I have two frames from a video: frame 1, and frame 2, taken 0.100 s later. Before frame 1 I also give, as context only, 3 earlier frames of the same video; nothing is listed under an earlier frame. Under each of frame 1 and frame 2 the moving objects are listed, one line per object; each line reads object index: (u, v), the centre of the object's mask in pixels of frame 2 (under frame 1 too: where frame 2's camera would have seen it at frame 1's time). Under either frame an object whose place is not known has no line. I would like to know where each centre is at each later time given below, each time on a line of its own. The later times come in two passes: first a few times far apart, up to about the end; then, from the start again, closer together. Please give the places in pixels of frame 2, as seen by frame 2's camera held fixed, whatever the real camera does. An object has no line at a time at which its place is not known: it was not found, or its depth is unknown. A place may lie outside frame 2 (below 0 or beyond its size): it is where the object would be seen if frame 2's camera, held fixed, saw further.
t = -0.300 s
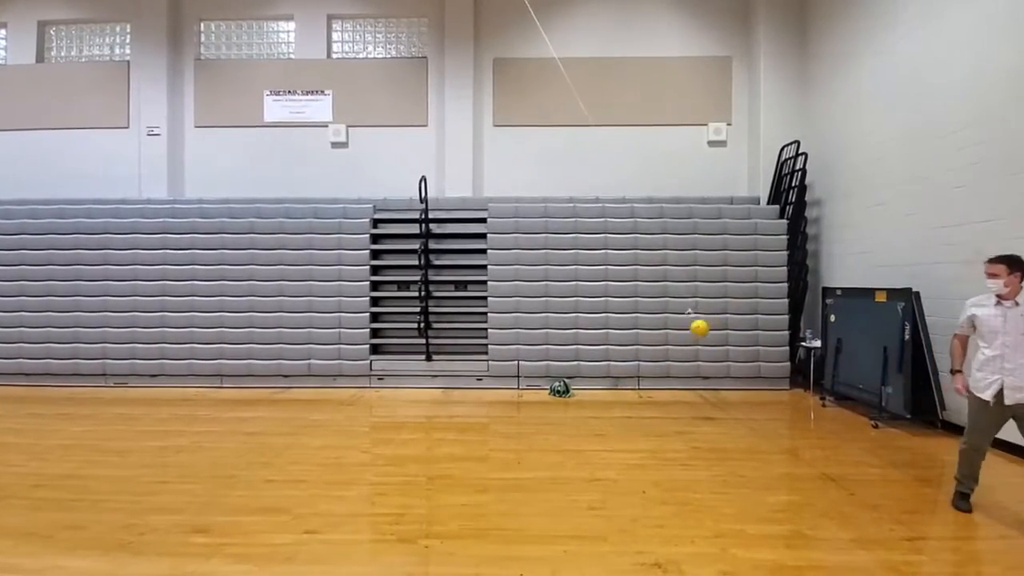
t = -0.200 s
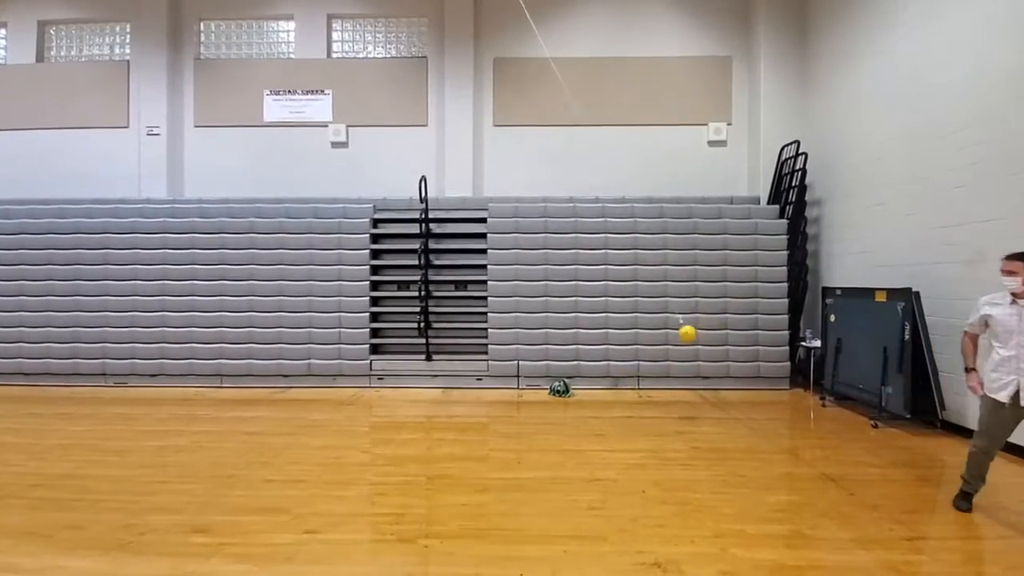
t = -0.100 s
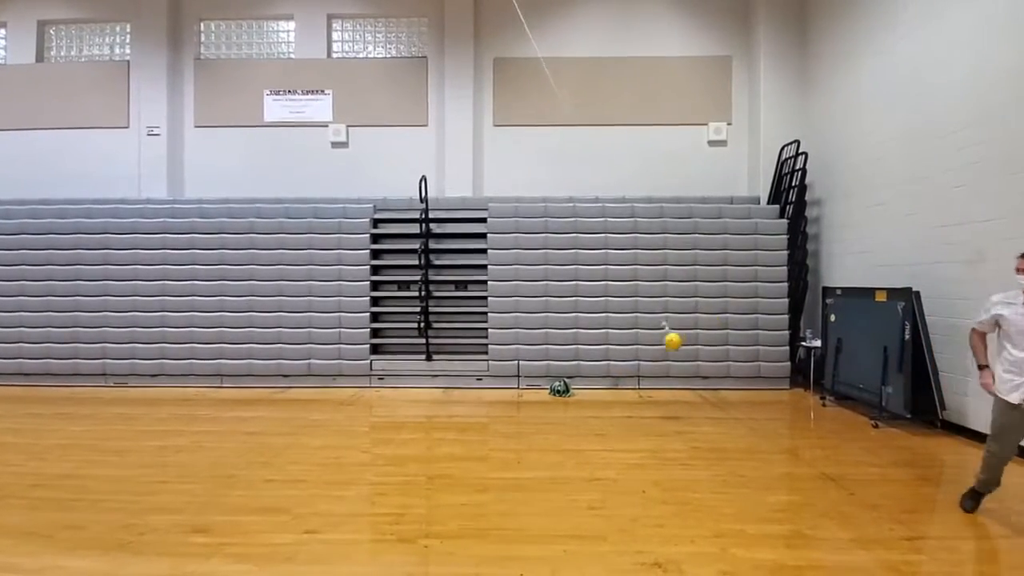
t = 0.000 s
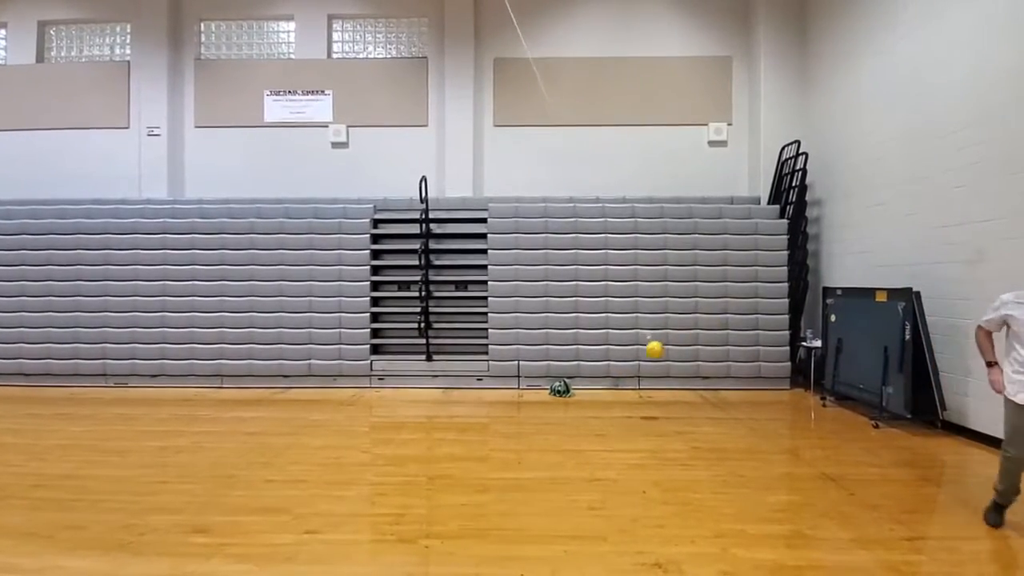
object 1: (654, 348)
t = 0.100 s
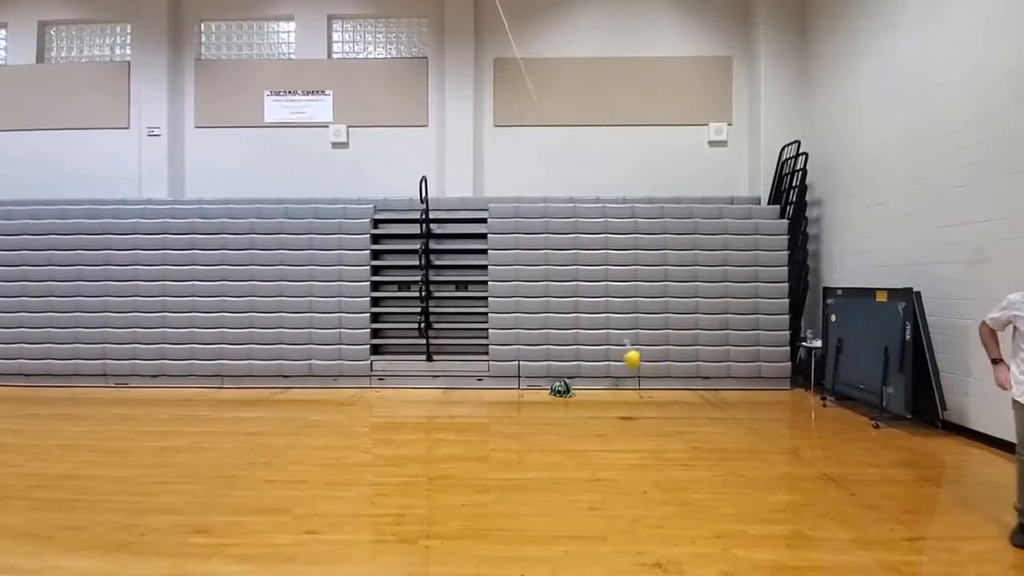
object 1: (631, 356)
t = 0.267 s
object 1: (588, 371)
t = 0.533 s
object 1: (505, 390)
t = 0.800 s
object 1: (414, 397)
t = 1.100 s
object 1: (310, 386)
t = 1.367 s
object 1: (233, 365)
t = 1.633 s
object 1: (174, 343)
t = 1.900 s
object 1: (140, 326)
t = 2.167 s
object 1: (130, 321)
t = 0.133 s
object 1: (623, 359)
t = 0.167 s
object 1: (616, 362)
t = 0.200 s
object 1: (607, 365)
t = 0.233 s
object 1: (598, 368)
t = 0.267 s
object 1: (588, 371)
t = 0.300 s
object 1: (579, 373)
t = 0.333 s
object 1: (569, 376)
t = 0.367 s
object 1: (559, 381)
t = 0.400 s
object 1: (549, 382)
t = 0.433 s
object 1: (538, 384)
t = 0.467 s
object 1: (527, 386)
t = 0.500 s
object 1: (517, 390)
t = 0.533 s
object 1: (505, 390)
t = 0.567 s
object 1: (494, 392)
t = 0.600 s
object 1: (483, 393)
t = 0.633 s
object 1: (472, 394)
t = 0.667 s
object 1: (460, 396)
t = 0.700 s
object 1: (449, 396)
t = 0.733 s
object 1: (437, 396)
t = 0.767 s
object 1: (425, 398)
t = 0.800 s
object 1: (414, 397)
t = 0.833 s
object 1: (402, 397)
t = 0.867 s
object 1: (390, 396)
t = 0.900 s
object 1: (378, 396)
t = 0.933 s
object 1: (367, 394)
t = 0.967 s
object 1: (355, 392)
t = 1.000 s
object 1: (344, 390)
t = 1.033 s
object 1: (333, 389)
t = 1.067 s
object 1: (322, 386)
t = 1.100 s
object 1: (310, 386)
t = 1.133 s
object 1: (300, 384)
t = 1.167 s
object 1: (290, 381)
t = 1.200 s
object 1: (278, 379)
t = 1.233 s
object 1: (269, 377)
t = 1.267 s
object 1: (259, 375)
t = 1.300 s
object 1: (250, 371)
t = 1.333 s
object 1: (242, 368)
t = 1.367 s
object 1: (233, 365)
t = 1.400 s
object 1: (223, 363)
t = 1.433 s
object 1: (215, 361)
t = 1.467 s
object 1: (208, 356)
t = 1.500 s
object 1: (200, 354)
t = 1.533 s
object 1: (194, 350)
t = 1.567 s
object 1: (187, 348)
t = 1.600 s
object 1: (180, 346)
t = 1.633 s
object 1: (174, 343)
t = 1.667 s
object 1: (169, 340)
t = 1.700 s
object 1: (163, 337)
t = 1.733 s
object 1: (159, 335)
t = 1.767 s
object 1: (153, 333)
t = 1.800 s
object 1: (150, 331)
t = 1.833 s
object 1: (146, 330)
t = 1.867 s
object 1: (143, 328)
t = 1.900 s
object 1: (140, 326)
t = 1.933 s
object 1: (137, 325)
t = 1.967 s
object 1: (136, 323)
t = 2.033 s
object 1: (133, 321)
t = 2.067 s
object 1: (132, 321)
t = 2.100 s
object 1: (131, 321)
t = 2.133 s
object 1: (130, 321)
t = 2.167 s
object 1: (130, 321)
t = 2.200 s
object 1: (131, 321)
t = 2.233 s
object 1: (131, 321)
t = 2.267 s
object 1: (132, 322)
